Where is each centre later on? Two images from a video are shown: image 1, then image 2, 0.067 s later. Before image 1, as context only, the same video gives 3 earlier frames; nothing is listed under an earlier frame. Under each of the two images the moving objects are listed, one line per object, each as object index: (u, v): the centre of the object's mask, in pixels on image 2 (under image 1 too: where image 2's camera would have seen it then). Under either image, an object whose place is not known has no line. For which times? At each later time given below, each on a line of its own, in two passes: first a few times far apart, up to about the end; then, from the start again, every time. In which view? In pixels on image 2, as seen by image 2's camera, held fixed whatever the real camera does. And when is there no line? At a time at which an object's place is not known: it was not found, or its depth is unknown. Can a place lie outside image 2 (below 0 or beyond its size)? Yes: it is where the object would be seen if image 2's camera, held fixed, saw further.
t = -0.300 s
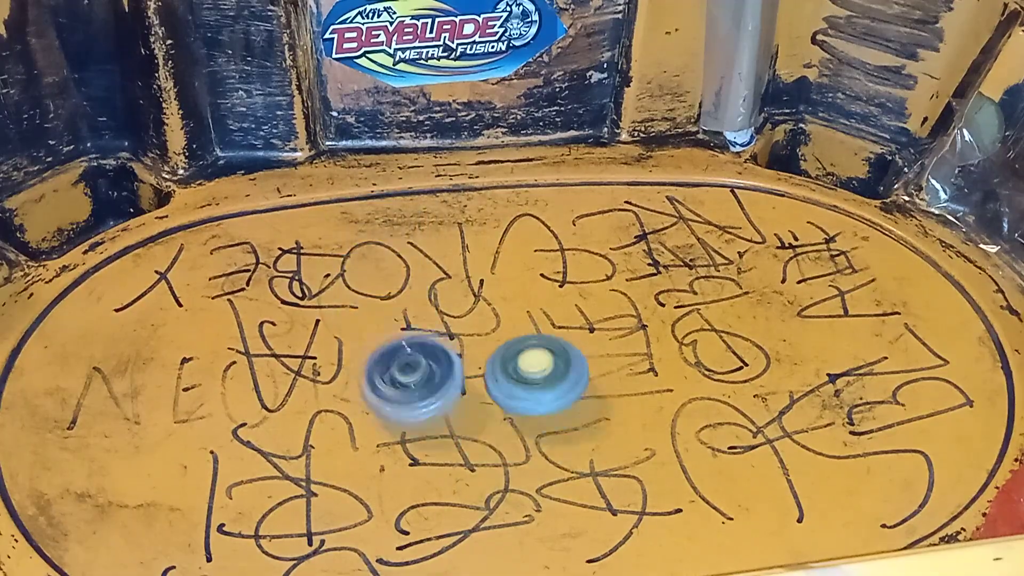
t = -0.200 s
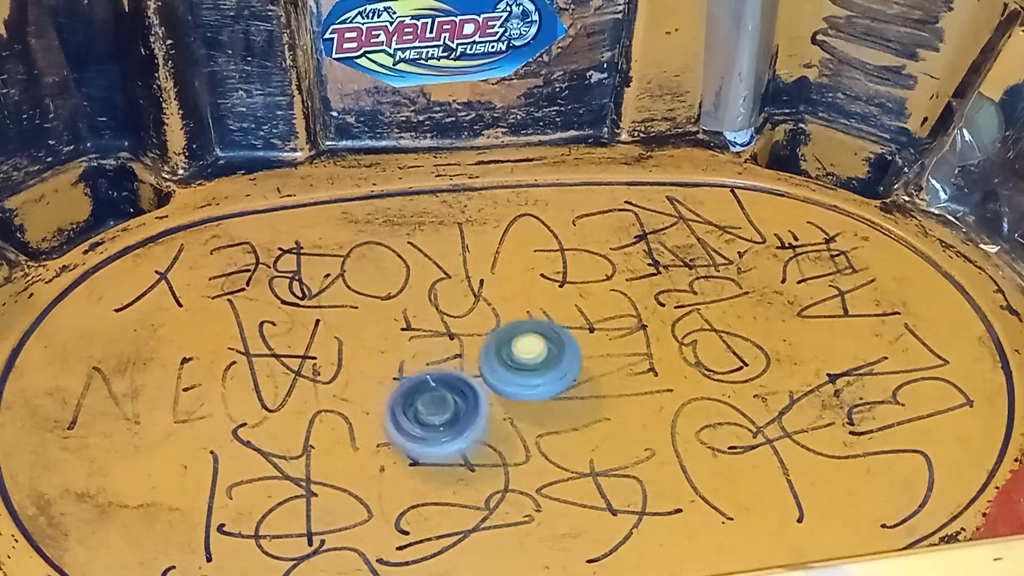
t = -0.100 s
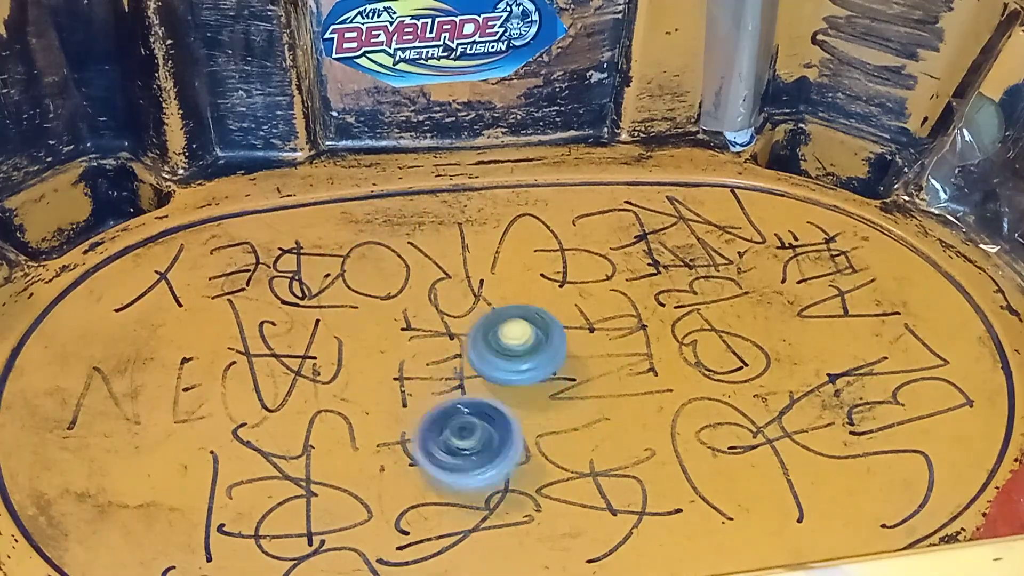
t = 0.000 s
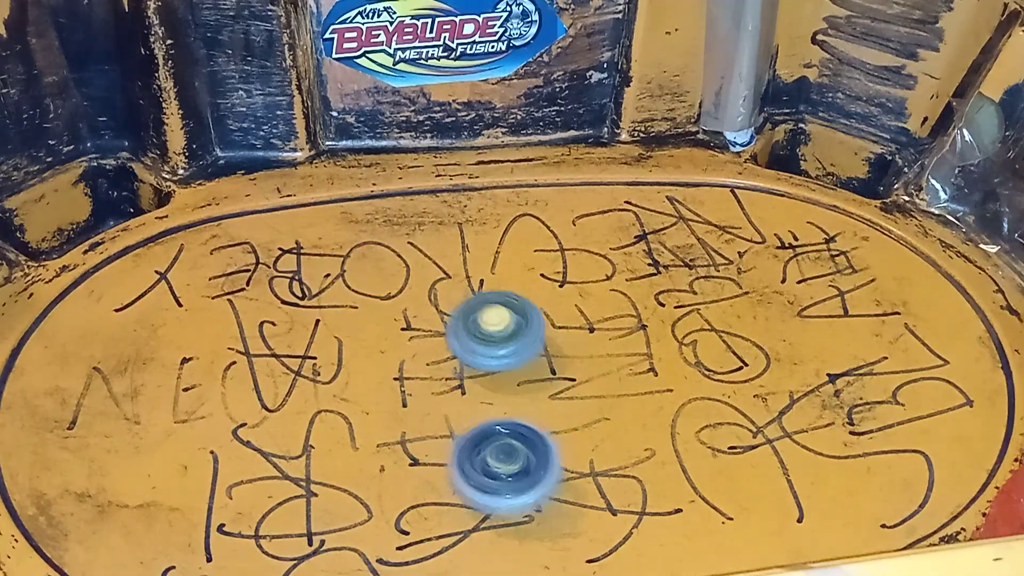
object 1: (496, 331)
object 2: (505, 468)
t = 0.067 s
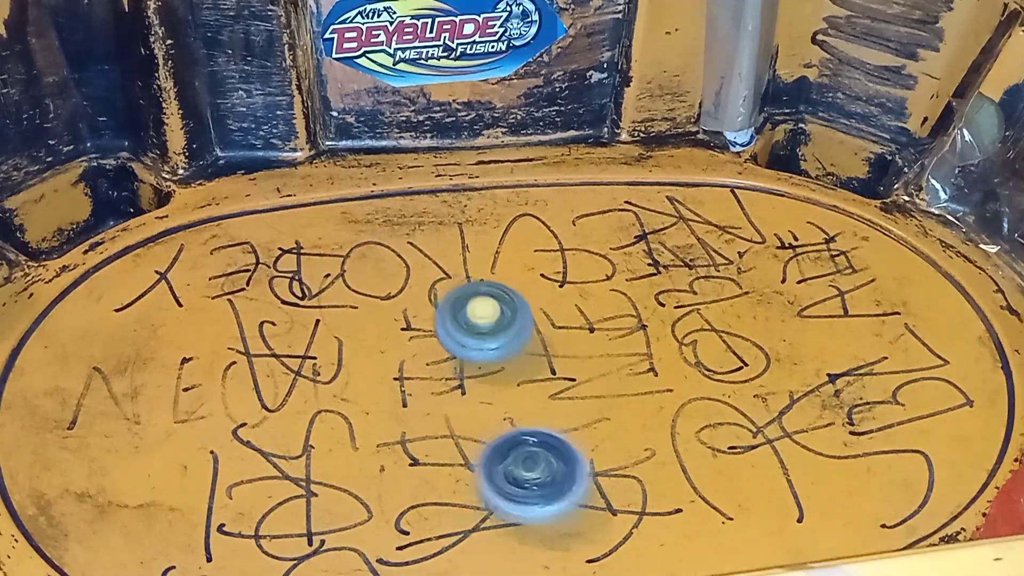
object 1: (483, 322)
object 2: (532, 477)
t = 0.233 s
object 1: (453, 308)
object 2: (593, 474)
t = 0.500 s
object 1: (420, 312)
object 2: (594, 406)
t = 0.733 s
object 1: (411, 331)
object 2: (522, 346)
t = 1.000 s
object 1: (423, 354)
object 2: (530, 282)
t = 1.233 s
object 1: (475, 386)
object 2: (487, 253)
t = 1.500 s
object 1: (529, 405)
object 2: (435, 292)
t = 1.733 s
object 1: (549, 399)
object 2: (427, 361)
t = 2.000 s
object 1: (544, 382)
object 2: (452, 434)
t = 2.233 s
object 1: (500, 369)
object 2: (505, 460)
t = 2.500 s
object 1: (431, 360)
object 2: (514, 412)
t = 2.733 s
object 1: (358, 310)
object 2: (519, 399)
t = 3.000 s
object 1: (332, 289)
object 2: (497, 384)
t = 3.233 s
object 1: (360, 300)
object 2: (450, 372)
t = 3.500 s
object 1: (419, 292)
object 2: (440, 412)
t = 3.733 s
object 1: (488, 302)
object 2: (470, 420)
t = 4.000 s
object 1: (553, 320)
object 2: (453, 379)
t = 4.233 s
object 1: (579, 333)
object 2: (415, 357)
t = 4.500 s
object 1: (563, 331)
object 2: (422, 370)
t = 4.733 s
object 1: (570, 322)
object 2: (422, 350)
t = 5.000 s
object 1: (585, 332)
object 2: (399, 379)
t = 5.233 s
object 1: (558, 333)
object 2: (449, 384)
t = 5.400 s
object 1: (575, 315)
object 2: (418, 389)
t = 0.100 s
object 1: (477, 318)
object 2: (545, 480)
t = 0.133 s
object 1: (470, 314)
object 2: (559, 481)
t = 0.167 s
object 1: (465, 312)
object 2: (572, 480)
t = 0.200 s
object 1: (458, 310)
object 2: (583, 478)
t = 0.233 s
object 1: (453, 308)
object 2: (593, 474)
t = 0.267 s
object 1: (449, 307)
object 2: (601, 469)
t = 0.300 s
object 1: (444, 307)
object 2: (606, 462)
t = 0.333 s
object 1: (439, 307)
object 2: (610, 453)
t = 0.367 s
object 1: (435, 307)
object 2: (610, 445)
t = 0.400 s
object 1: (431, 308)
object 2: (609, 435)
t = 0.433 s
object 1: (428, 309)
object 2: (606, 426)
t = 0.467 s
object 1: (424, 310)
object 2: (601, 416)
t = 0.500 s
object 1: (420, 312)
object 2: (594, 406)
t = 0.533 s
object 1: (418, 314)
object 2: (586, 396)
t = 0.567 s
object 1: (415, 316)
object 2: (577, 387)
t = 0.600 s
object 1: (413, 319)
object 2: (565, 379)
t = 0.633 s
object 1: (411, 321)
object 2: (553, 371)
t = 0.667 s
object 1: (411, 324)
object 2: (543, 362)
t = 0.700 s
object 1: (411, 327)
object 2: (533, 354)
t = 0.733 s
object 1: (411, 331)
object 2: (522, 346)
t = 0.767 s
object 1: (413, 335)
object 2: (512, 337)
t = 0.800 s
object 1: (408, 336)
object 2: (516, 329)
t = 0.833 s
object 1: (400, 338)
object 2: (529, 322)
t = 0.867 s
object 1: (403, 342)
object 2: (534, 314)
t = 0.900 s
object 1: (407, 344)
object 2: (536, 305)
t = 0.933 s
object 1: (412, 347)
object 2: (534, 297)
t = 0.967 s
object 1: (418, 351)
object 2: (533, 289)
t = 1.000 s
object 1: (423, 354)
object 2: (530, 282)
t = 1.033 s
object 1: (430, 358)
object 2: (526, 275)
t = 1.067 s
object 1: (438, 362)
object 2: (522, 269)
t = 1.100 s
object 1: (444, 367)
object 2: (517, 264)
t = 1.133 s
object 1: (452, 372)
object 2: (510, 258)
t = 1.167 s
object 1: (460, 377)
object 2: (503, 255)
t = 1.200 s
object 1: (467, 382)
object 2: (496, 253)
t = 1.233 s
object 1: (475, 386)
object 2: (487, 253)
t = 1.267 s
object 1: (483, 390)
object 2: (479, 253)
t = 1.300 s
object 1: (491, 393)
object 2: (471, 255)
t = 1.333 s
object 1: (498, 396)
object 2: (463, 258)
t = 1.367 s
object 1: (506, 399)
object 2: (456, 263)
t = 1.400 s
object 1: (512, 401)
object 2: (449, 269)
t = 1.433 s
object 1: (519, 403)
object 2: (444, 277)
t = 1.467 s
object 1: (525, 404)
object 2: (439, 285)
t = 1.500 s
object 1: (529, 405)
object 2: (435, 292)
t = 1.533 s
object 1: (533, 405)
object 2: (432, 301)
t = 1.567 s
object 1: (535, 405)
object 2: (430, 310)
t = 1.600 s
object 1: (536, 405)
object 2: (428, 320)
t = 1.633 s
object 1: (540, 404)
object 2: (428, 329)
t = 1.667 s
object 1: (543, 403)
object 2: (428, 340)
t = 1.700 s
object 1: (546, 401)
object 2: (428, 350)
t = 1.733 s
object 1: (549, 399)
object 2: (427, 361)
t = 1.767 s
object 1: (551, 397)
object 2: (428, 370)
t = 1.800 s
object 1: (552, 395)
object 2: (429, 380)
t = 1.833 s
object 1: (553, 393)
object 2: (431, 390)
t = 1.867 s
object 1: (552, 391)
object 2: (434, 400)
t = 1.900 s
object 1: (551, 389)
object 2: (437, 409)
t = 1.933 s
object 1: (550, 387)
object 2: (441, 419)
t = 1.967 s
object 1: (547, 385)
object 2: (447, 427)
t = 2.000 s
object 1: (544, 382)
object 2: (452, 434)
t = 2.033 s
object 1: (540, 381)
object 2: (458, 442)
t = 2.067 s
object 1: (534, 378)
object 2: (466, 449)
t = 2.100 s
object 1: (530, 376)
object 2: (474, 454)
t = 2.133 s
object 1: (523, 375)
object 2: (482, 457)
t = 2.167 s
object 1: (515, 372)
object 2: (491, 460)
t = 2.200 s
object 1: (509, 370)
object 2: (498, 461)
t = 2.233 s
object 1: (500, 369)
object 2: (505, 460)
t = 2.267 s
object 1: (492, 367)
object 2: (511, 457)
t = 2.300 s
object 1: (484, 366)
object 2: (515, 452)
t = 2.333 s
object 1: (476, 365)
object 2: (518, 448)
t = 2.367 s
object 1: (468, 364)
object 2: (521, 442)
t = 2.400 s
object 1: (458, 363)
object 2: (521, 435)
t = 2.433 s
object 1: (450, 361)
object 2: (520, 428)
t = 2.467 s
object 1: (441, 361)
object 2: (519, 420)
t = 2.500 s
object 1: (431, 360)
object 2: (514, 412)
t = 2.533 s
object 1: (423, 357)
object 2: (511, 405)
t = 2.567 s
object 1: (415, 354)
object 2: (507, 401)
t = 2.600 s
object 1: (396, 341)
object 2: (516, 404)
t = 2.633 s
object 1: (383, 331)
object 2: (520, 404)
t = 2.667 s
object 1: (374, 324)
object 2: (520, 403)
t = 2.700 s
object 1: (365, 316)
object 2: (520, 401)
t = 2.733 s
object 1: (358, 310)
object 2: (519, 399)
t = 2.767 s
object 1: (351, 305)
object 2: (518, 397)
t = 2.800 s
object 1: (346, 300)
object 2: (517, 396)
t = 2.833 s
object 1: (341, 297)
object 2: (515, 394)
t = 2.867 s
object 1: (337, 294)
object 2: (513, 392)
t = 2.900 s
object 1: (335, 292)
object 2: (510, 390)
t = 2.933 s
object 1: (333, 291)
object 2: (506, 388)
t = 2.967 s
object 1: (332, 289)
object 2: (502, 386)
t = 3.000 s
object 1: (332, 289)
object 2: (497, 384)
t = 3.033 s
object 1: (333, 290)
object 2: (492, 382)
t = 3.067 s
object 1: (335, 291)
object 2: (486, 380)
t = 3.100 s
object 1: (338, 292)
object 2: (479, 378)
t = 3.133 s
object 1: (341, 294)
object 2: (473, 376)
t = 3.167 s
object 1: (346, 295)
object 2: (466, 375)
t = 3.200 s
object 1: (352, 298)
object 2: (458, 373)
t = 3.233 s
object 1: (360, 300)
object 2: (450, 372)
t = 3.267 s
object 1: (367, 303)
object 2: (441, 370)
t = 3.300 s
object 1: (375, 303)
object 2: (437, 372)
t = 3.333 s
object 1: (377, 295)
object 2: (437, 381)
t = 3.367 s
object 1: (383, 293)
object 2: (434, 388)
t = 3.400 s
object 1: (390, 292)
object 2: (434, 394)
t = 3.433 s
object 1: (399, 292)
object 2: (436, 401)
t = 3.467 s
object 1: (408, 292)
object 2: (437, 407)
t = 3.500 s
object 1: (419, 292)
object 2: (440, 412)
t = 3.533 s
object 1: (429, 293)
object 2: (443, 417)
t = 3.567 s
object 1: (439, 294)
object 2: (448, 420)
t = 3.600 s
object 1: (449, 296)
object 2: (451, 422)
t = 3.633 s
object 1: (459, 298)
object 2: (456, 424)
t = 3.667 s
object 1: (470, 299)
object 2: (462, 423)
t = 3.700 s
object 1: (479, 301)
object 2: (466, 422)
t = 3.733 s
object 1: (488, 302)
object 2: (470, 420)
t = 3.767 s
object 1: (498, 305)
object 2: (473, 416)
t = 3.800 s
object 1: (507, 307)
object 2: (476, 412)
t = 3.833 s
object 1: (515, 309)
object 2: (478, 407)
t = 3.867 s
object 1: (523, 311)
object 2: (476, 401)
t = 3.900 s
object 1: (531, 314)
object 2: (470, 395)
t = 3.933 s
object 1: (539, 316)
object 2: (464, 390)
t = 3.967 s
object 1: (546, 318)
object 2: (459, 384)
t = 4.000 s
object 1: (553, 320)
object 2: (453, 379)
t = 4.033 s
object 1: (561, 323)
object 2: (448, 374)
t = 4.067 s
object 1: (567, 325)
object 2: (443, 369)
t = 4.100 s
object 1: (573, 328)
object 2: (436, 364)
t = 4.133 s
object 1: (577, 330)
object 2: (431, 360)
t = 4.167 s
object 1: (578, 331)
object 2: (425, 357)
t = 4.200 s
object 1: (580, 332)
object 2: (419, 357)
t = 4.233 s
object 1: (579, 333)
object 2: (415, 357)
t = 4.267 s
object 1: (578, 333)
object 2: (410, 357)
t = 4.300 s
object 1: (578, 335)
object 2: (406, 359)
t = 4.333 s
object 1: (576, 334)
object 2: (405, 361)
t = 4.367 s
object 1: (575, 334)
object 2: (405, 364)
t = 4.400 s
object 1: (572, 334)
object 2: (407, 366)
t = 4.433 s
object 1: (570, 333)
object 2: (411, 368)
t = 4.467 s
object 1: (567, 333)
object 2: (417, 370)
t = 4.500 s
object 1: (563, 331)
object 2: (422, 370)
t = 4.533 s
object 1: (561, 330)
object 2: (427, 371)
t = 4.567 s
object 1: (556, 330)
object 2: (433, 367)
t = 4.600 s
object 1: (553, 328)
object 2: (439, 362)
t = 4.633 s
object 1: (548, 328)
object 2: (443, 357)
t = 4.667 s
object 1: (544, 326)
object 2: (449, 353)
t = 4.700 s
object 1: (555, 325)
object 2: (439, 350)
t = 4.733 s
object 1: (570, 322)
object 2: (422, 350)
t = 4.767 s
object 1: (578, 321)
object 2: (413, 351)
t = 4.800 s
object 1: (581, 322)
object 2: (405, 353)
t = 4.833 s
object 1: (584, 323)
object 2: (400, 356)
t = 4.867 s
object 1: (585, 325)
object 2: (396, 360)
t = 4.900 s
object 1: (586, 326)
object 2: (394, 365)
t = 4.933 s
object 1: (586, 329)
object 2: (394, 369)
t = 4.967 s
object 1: (586, 331)
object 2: (395, 374)
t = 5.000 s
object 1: (585, 332)
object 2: (399, 379)
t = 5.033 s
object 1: (584, 335)
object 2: (404, 383)
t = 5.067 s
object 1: (583, 334)
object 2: (411, 386)
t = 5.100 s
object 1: (579, 334)
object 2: (419, 388)
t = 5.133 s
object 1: (575, 333)
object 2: (427, 390)
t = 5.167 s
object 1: (569, 333)
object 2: (437, 390)
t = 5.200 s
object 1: (563, 333)
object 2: (443, 387)
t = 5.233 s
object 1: (558, 333)
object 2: (449, 384)
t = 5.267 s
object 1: (550, 334)
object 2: (456, 379)
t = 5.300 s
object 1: (546, 333)
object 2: (459, 375)
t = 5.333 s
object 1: (560, 325)
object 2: (441, 381)
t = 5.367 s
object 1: (570, 317)
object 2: (425, 385)
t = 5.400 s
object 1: (575, 315)
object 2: (418, 389)
